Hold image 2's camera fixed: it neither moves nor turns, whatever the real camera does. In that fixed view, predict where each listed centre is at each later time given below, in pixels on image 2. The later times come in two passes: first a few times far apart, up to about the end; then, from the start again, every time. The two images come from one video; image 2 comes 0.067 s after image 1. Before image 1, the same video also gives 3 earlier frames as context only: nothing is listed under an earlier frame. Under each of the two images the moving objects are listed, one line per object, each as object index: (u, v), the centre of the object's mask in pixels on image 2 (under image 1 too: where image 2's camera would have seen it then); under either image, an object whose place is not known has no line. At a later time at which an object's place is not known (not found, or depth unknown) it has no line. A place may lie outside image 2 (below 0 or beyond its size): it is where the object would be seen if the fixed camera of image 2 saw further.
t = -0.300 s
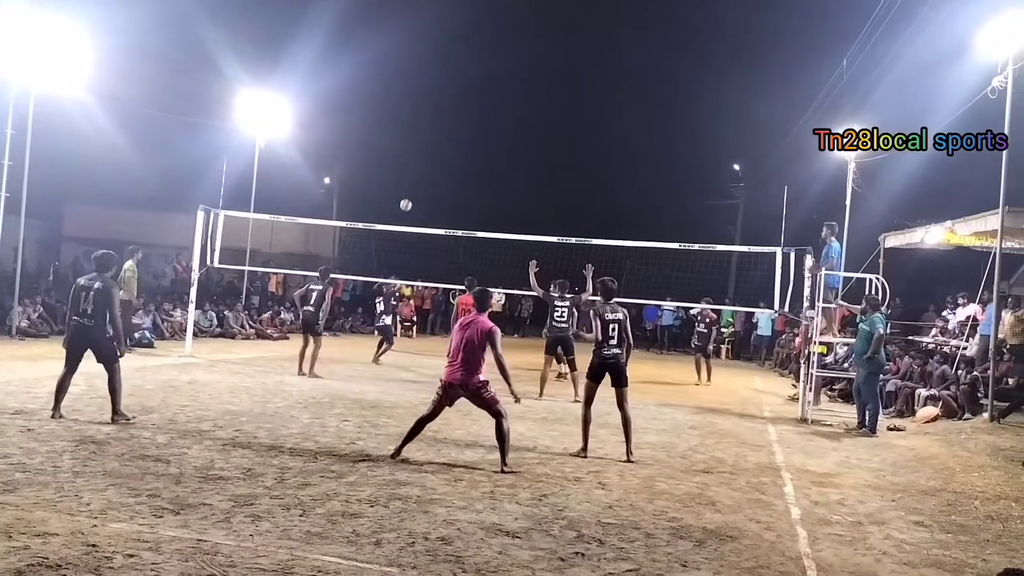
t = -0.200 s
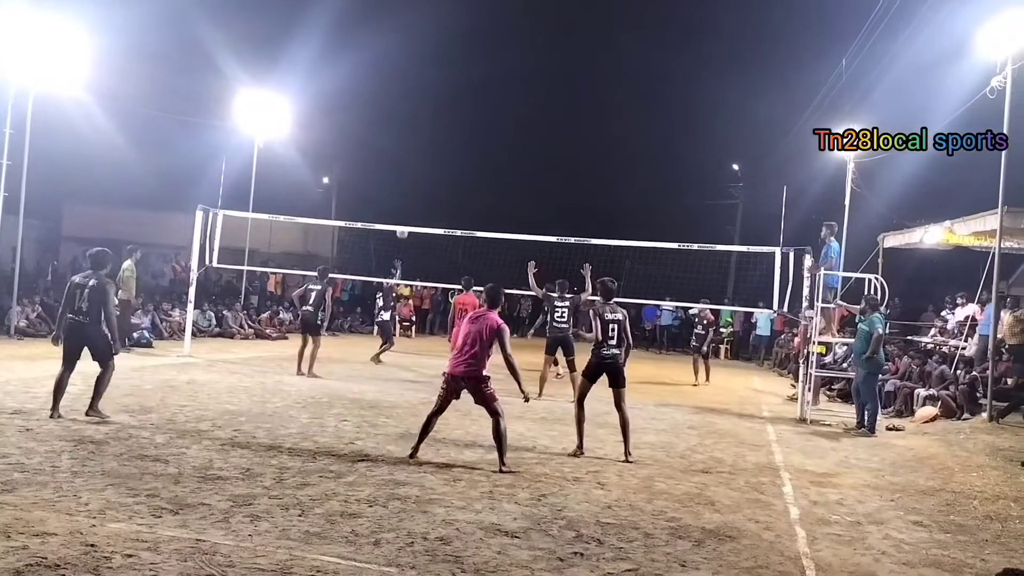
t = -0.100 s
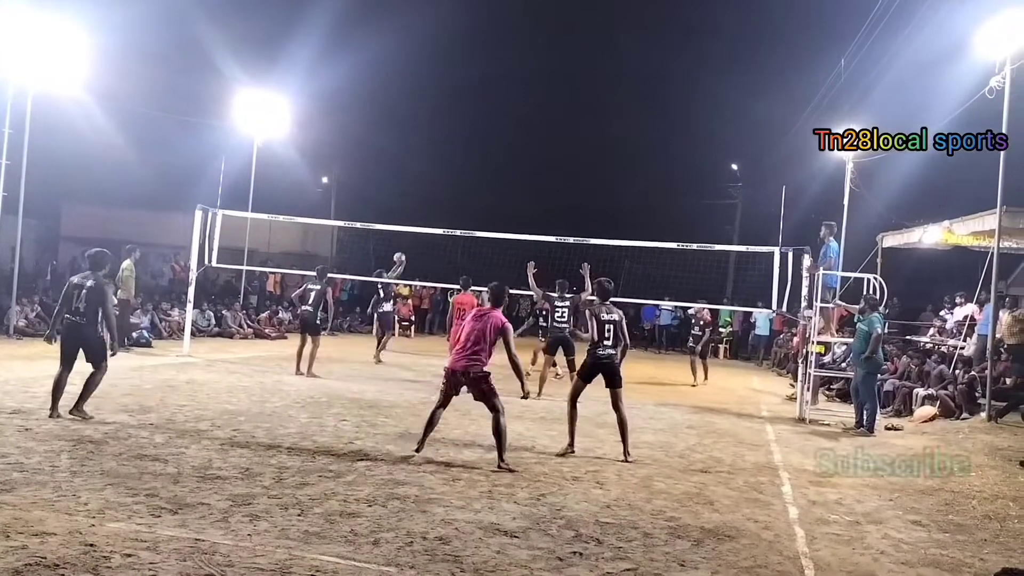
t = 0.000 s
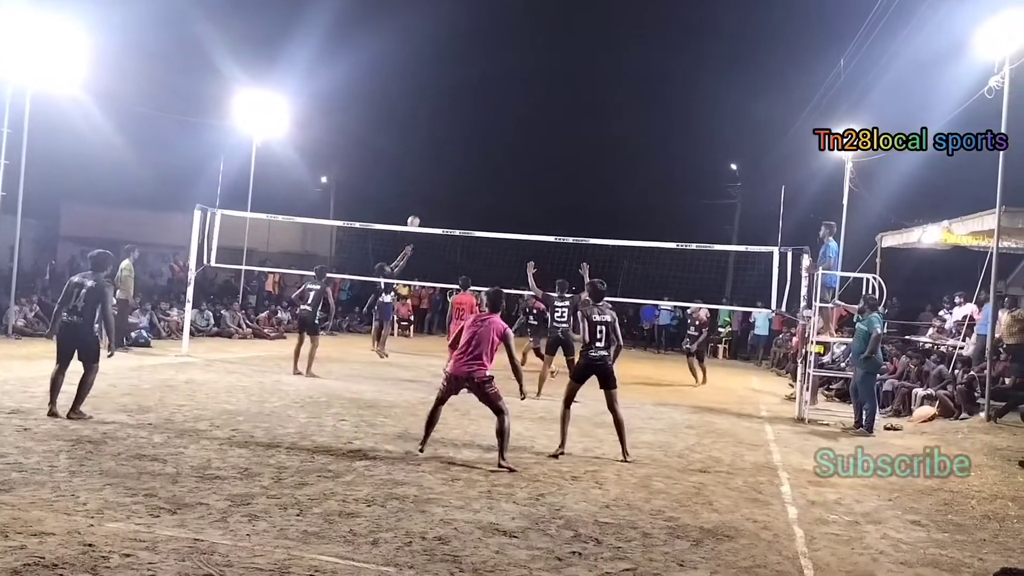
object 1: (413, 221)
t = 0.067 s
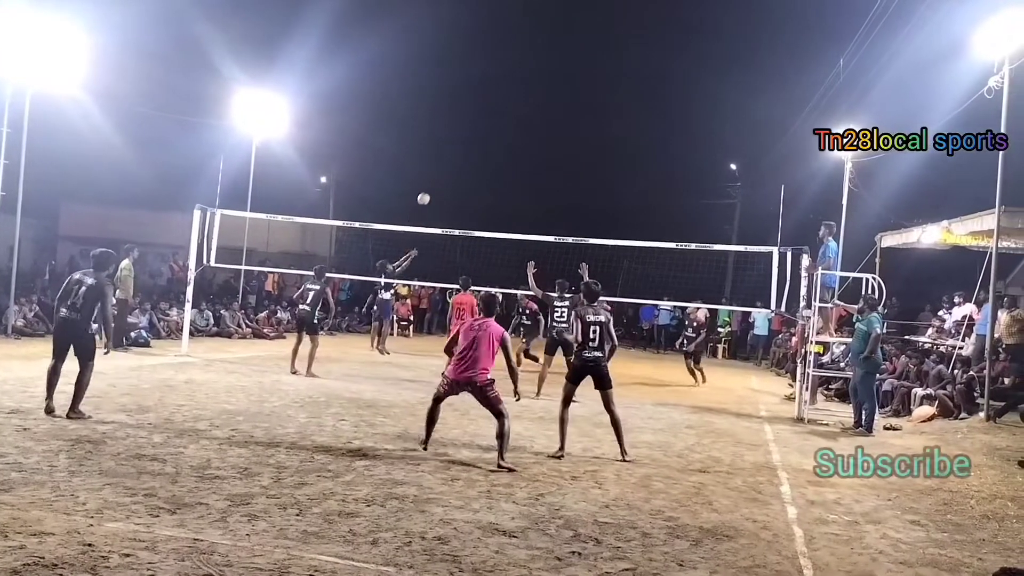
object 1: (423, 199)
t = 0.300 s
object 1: (460, 135)
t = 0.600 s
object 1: (507, 94)
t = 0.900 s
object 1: (553, 102)
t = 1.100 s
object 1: (582, 137)
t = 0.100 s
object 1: (428, 188)
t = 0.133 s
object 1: (434, 178)
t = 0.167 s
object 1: (439, 168)
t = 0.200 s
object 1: (444, 159)
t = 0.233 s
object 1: (449, 150)
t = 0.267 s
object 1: (455, 143)
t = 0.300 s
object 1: (460, 135)
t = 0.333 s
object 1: (465, 128)
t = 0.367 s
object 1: (471, 122)
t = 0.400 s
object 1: (476, 116)
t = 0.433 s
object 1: (481, 111)
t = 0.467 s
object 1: (486, 106)
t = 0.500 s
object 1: (491, 102)
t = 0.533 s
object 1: (497, 99)
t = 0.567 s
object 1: (502, 96)
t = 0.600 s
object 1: (507, 94)
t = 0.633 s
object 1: (512, 93)
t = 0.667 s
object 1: (517, 92)
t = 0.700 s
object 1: (522, 91)
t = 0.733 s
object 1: (527, 92)
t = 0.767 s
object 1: (533, 93)
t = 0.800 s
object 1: (538, 94)
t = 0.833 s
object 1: (543, 96)
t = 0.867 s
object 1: (548, 99)
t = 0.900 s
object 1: (553, 102)
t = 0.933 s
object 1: (558, 107)
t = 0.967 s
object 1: (563, 111)
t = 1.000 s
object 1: (567, 117)
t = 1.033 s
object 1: (572, 123)
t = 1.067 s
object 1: (577, 130)
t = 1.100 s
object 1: (582, 137)
